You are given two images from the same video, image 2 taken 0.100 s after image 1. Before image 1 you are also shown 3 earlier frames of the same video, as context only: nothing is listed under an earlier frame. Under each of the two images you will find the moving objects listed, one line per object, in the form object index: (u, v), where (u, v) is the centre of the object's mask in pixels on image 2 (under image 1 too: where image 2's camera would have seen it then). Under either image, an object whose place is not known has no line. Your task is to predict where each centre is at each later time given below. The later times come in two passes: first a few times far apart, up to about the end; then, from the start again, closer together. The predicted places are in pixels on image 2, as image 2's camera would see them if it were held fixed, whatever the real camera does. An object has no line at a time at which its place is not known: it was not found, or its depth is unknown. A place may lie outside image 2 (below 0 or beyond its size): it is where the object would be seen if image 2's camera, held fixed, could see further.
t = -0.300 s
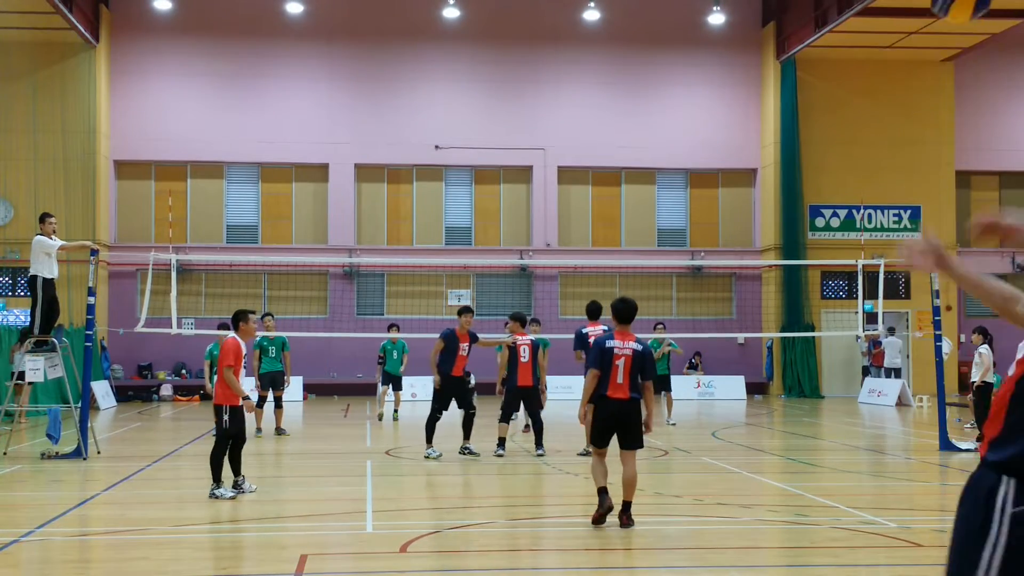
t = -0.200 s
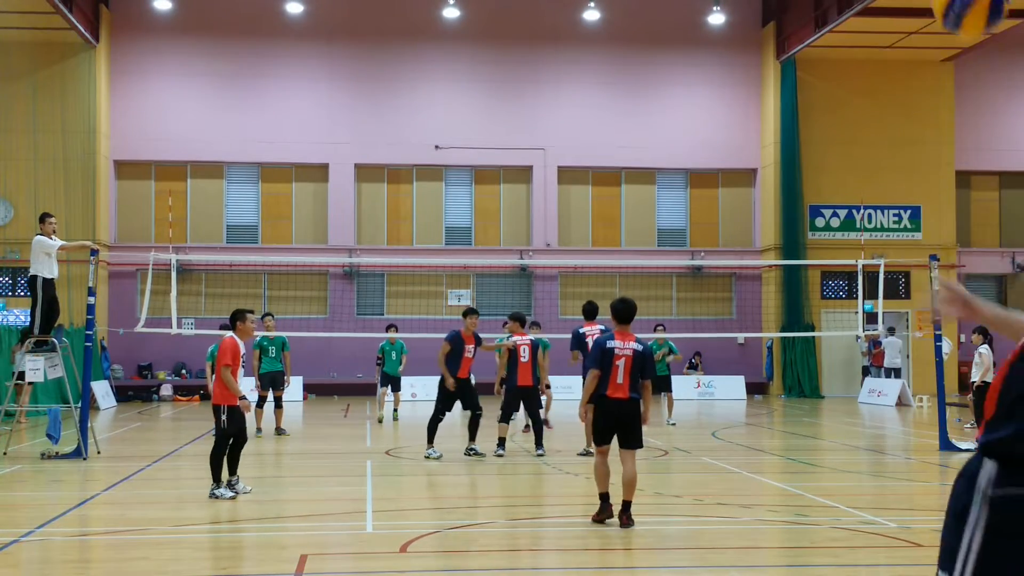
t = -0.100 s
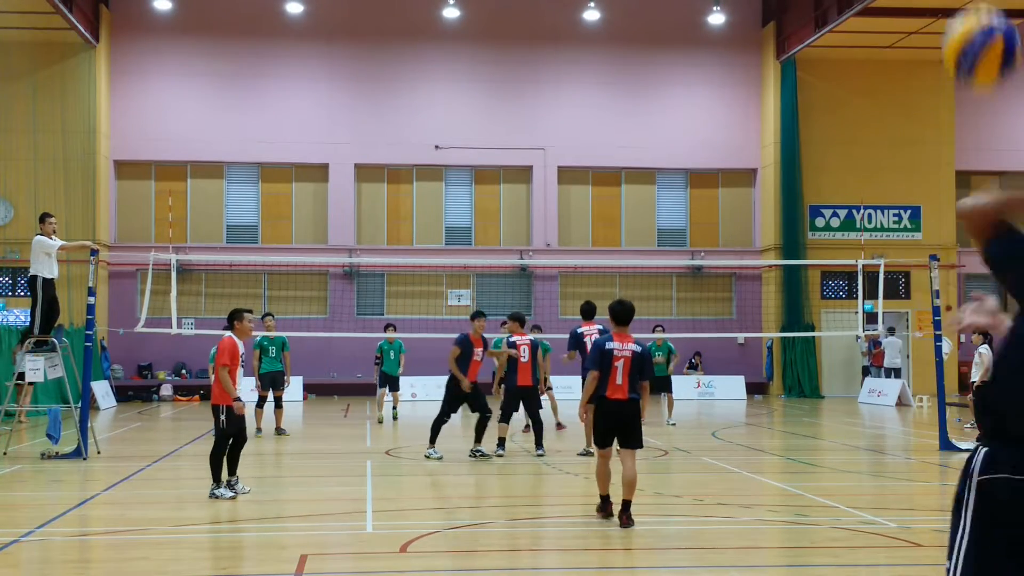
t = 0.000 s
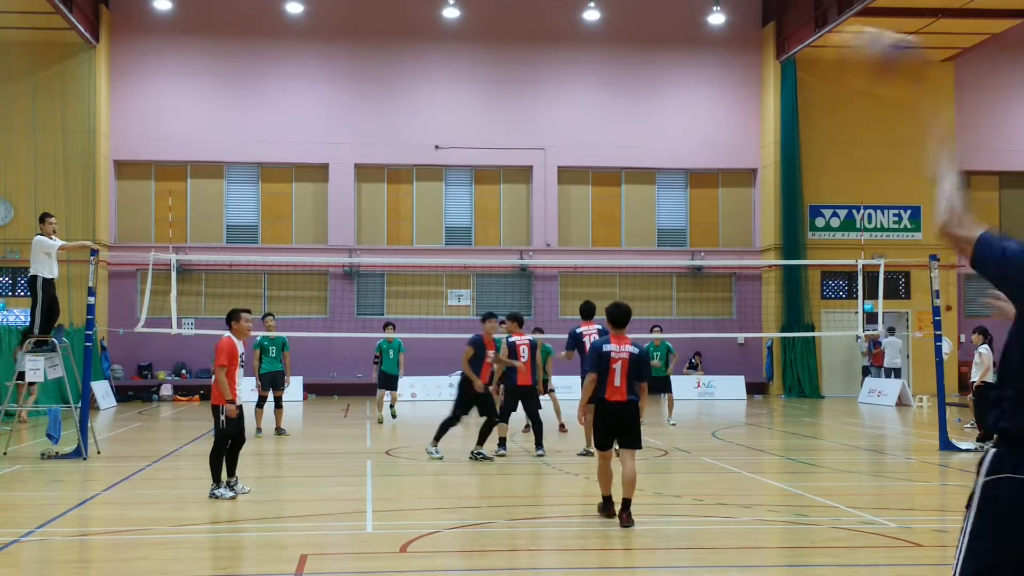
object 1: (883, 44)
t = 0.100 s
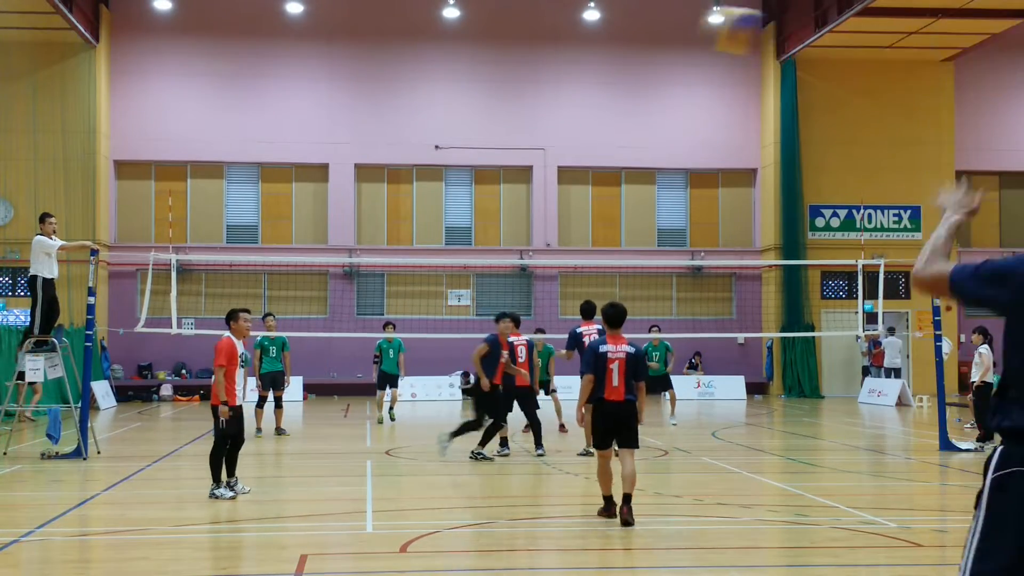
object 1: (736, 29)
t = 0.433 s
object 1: (537, 56)
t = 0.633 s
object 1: (488, 96)
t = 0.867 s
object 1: (446, 154)
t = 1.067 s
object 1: (417, 212)
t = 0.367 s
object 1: (562, 44)
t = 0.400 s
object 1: (549, 50)
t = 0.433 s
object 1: (537, 56)
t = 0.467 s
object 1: (527, 62)
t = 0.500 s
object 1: (518, 69)
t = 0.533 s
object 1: (510, 75)
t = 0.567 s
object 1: (501, 82)
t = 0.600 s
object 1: (494, 88)
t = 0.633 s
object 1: (488, 96)
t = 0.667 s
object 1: (481, 103)
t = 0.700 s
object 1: (475, 112)
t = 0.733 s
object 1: (469, 120)
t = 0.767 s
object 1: (463, 129)
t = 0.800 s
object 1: (457, 137)
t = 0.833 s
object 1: (452, 146)
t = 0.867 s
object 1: (446, 154)
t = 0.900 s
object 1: (442, 162)
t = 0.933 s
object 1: (436, 172)
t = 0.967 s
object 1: (432, 180)
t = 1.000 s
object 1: (427, 192)
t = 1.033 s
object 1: (422, 201)
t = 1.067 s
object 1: (417, 212)
